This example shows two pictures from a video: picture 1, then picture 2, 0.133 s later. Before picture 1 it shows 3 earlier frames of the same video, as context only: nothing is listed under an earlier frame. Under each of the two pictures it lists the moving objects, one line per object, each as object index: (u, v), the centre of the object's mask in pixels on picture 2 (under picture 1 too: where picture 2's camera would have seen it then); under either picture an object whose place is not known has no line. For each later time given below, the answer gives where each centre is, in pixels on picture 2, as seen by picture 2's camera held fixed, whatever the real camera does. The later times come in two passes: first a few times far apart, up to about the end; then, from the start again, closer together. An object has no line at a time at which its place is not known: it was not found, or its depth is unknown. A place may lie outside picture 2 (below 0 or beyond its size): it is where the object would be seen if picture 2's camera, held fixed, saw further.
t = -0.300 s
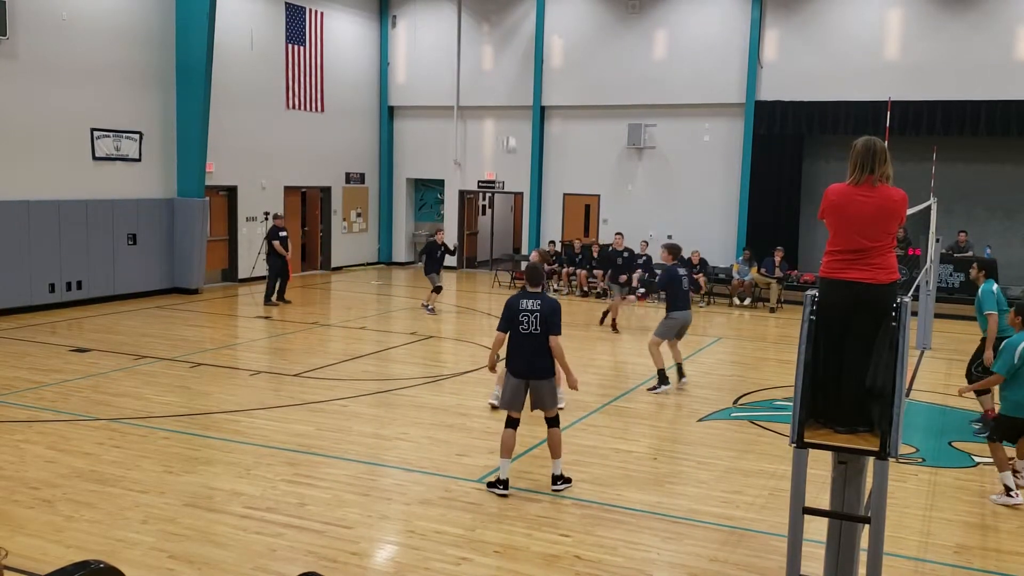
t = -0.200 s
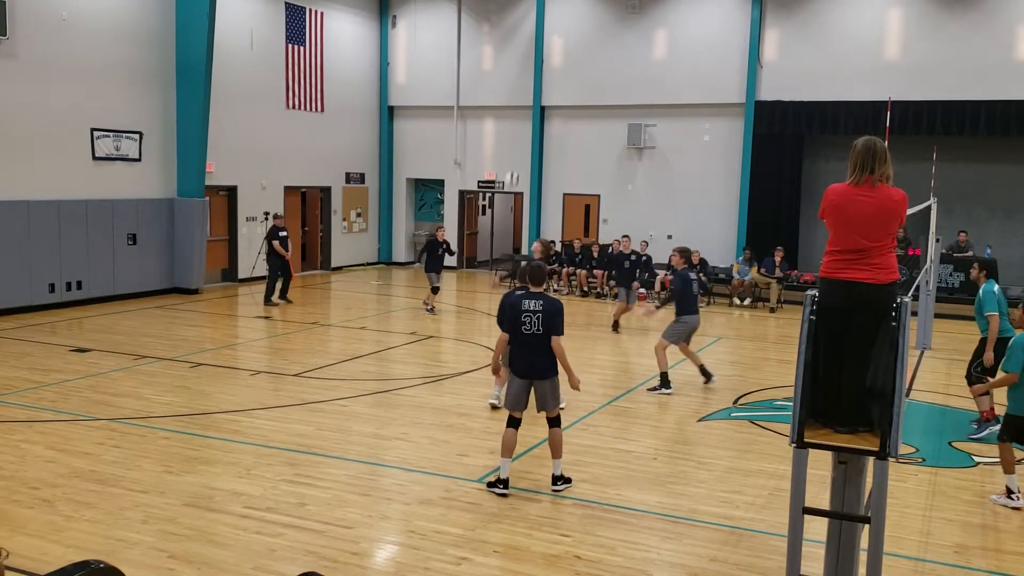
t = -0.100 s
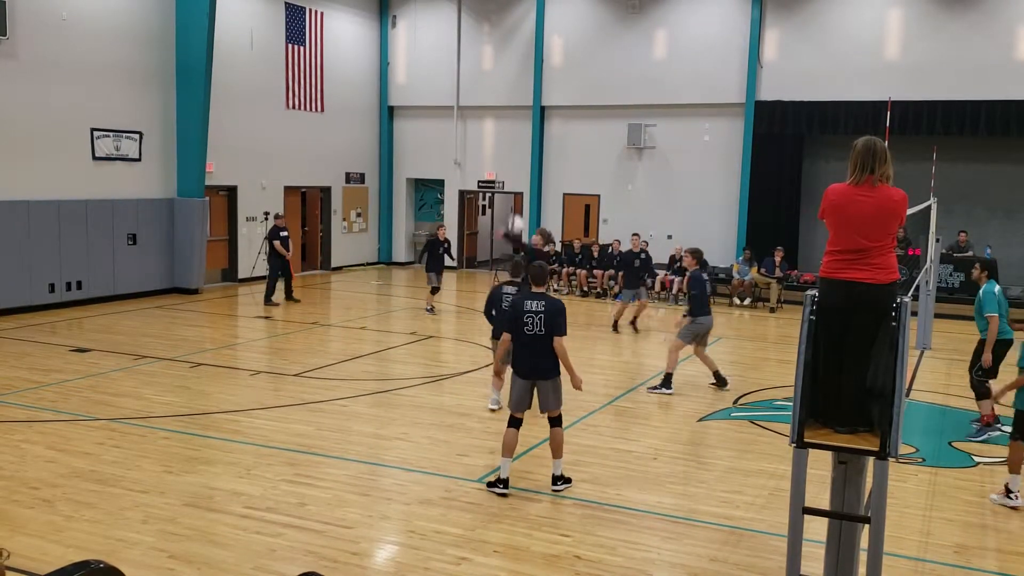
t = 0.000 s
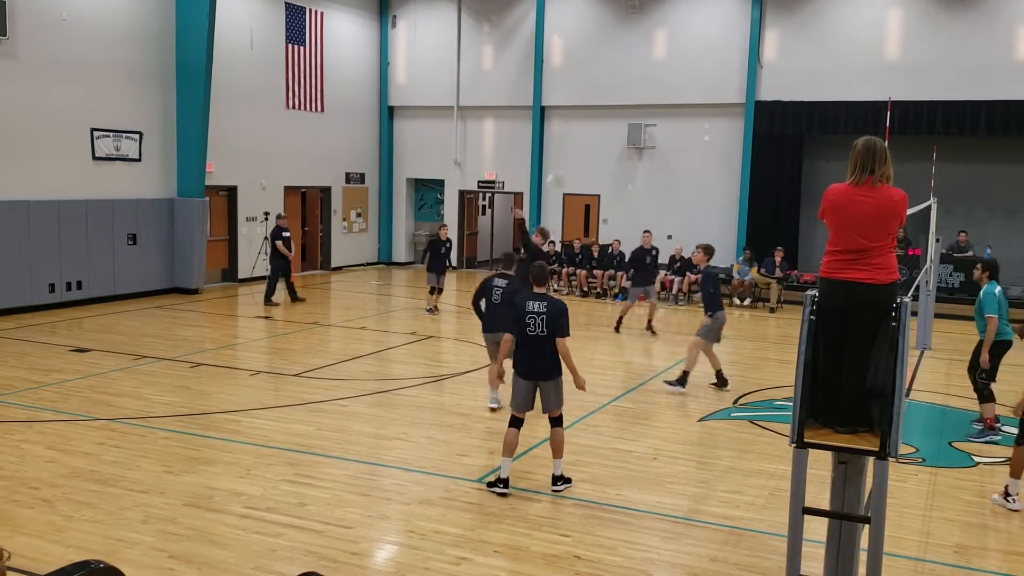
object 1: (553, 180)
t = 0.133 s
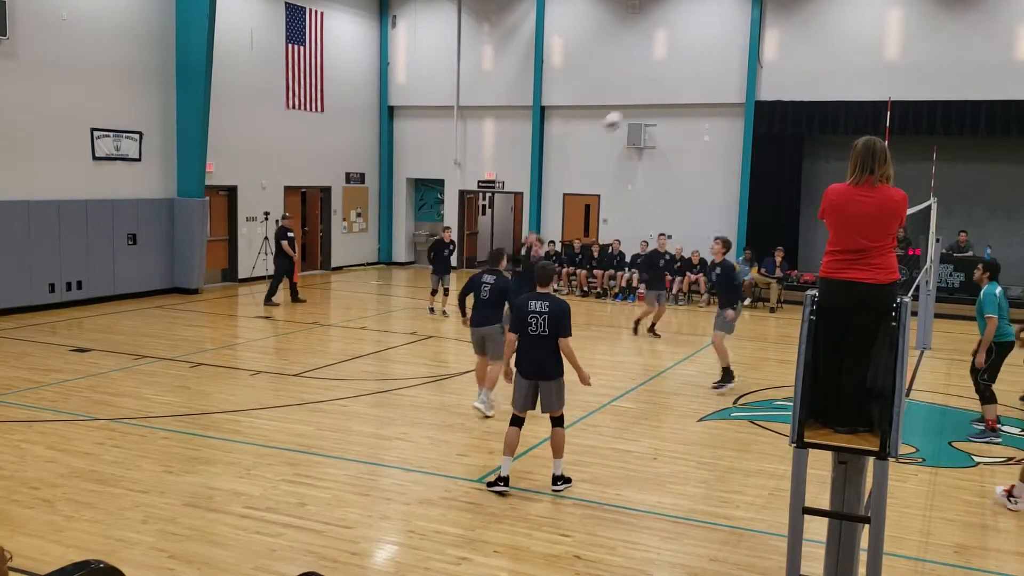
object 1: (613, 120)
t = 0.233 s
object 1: (656, 84)
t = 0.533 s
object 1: (793, 27)
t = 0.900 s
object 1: (951, 66)
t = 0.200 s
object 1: (643, 94)
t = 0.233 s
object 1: (656, 84)
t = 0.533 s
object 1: (793, 27)
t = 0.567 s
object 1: (807, 26)
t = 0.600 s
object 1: (822, 26)
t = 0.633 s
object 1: (836, 28)
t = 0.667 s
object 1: (851, 30)
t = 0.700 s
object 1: (865, 32)
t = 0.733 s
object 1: (880, 36)
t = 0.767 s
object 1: (893, 41)
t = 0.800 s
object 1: (906, 45)
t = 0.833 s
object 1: (921, 50)
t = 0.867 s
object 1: (936, 57)
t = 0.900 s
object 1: (951, 66)
